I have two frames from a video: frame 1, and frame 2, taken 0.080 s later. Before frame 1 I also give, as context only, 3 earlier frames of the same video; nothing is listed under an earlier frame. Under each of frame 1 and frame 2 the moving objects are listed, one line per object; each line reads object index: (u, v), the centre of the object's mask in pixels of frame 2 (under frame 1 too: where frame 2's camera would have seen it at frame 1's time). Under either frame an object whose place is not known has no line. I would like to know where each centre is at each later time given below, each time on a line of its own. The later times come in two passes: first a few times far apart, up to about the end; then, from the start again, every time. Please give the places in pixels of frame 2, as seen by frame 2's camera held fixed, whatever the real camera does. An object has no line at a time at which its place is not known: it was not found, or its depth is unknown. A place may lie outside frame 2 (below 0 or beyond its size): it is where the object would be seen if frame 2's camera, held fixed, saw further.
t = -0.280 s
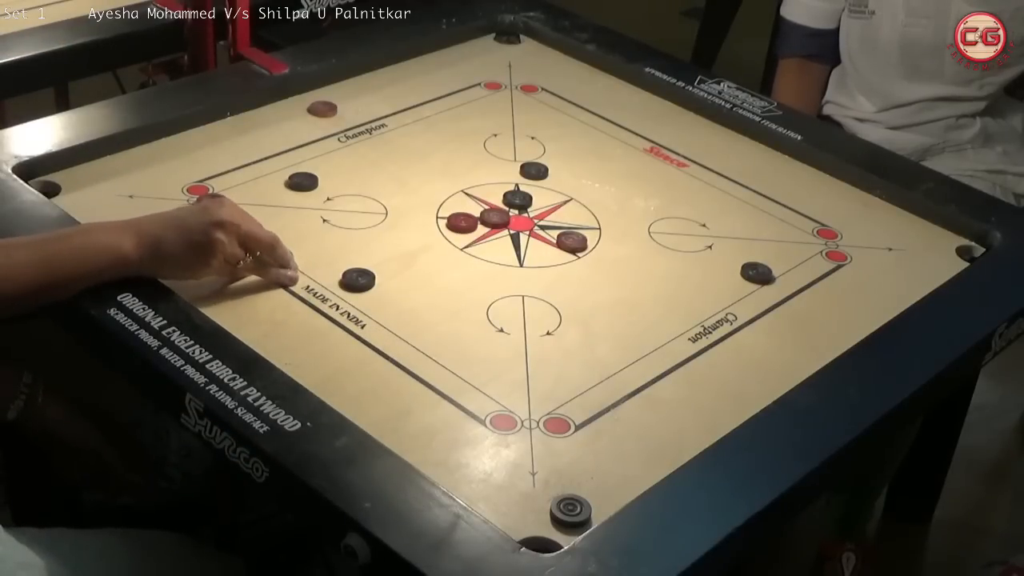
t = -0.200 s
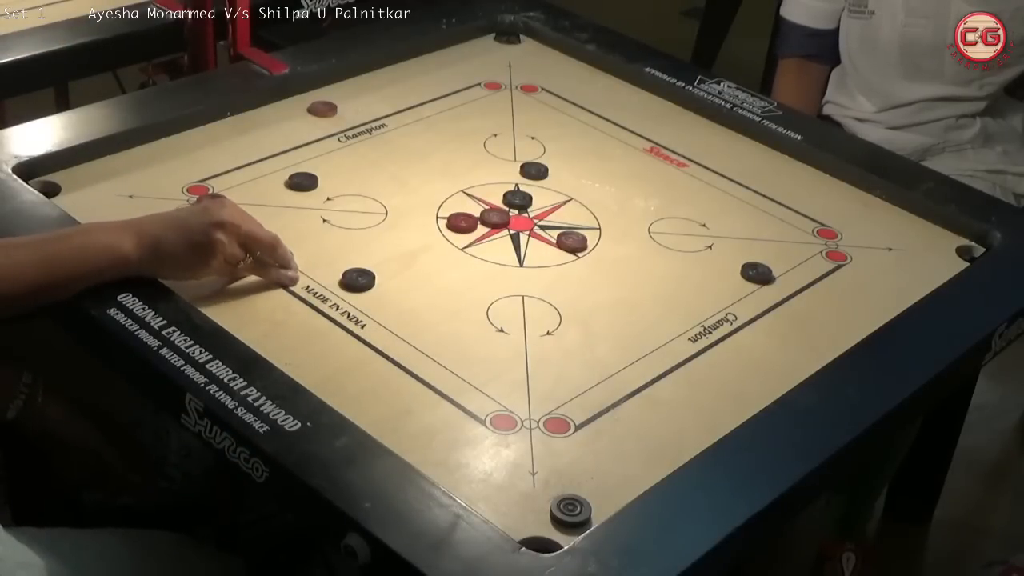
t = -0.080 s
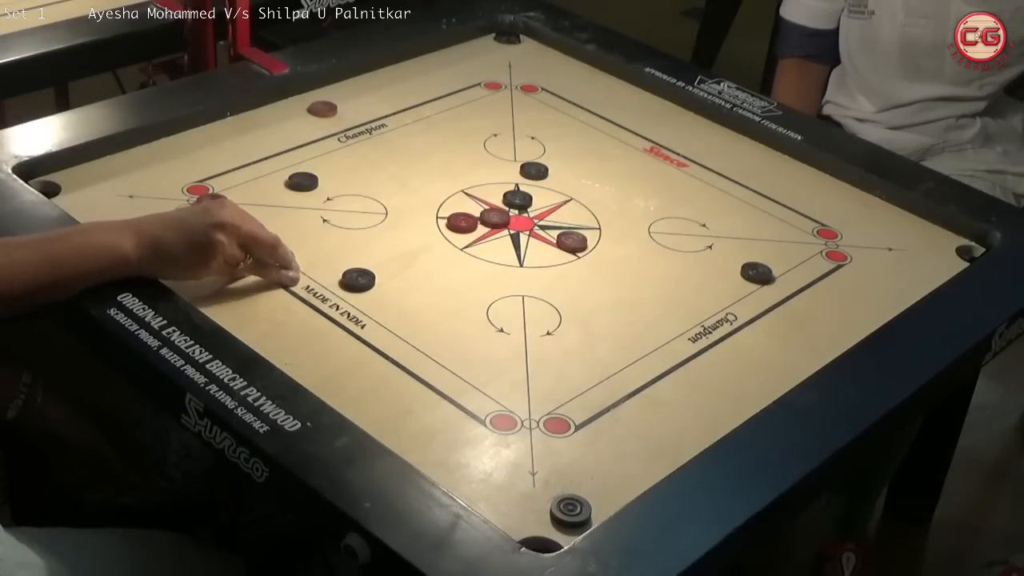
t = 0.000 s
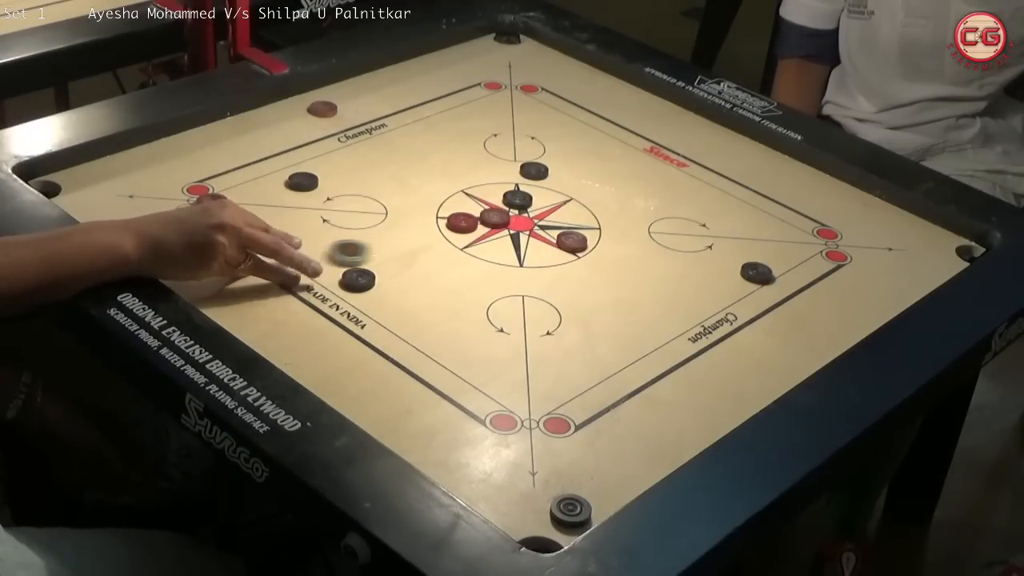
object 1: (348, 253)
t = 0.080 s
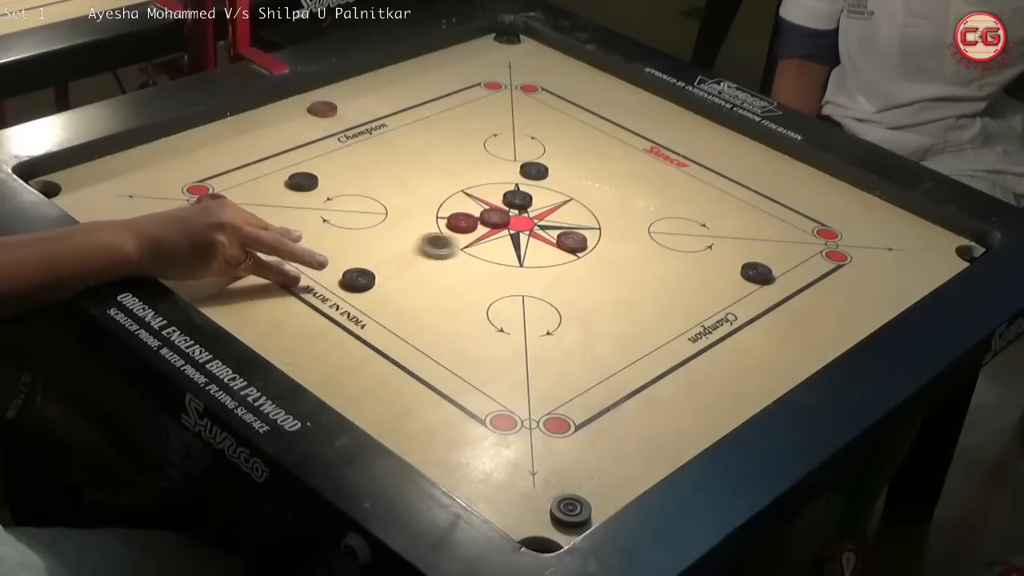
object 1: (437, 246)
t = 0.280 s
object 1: (573, 229)
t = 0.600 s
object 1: (632, 218)
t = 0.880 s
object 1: (633, 217)
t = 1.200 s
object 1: (633, 217)
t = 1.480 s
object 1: (633, 217)
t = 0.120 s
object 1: (477, 243)
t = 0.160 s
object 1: (517, 239)
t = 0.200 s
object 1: (544, 236)
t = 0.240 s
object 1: (560, 232)
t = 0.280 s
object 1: (573, 229)
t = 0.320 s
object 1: (585, 227)
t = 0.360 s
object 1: (597, 224)
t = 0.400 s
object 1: (607, 222)
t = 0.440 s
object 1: (615, 221)
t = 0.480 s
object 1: (622, 219)
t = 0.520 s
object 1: (626, 218)
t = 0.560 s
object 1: (630, 218)
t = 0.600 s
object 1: (632, 218)
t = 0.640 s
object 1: (633, 217)
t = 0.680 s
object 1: (633, 217)
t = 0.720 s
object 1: (633, 217)
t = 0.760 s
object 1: (633, 217)
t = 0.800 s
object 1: (633, 217)
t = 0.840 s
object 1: (633, 217)
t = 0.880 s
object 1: (633, 217)
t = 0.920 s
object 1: (634, 217)
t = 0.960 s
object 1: (633, 217)
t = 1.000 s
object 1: (633, 217)
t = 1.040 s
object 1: (633, 217)
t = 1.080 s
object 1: (633, 217)
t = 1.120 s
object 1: (633, 217)
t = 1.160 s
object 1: (633, 217)
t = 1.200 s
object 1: (633, 217)
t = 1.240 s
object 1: (634, 217)
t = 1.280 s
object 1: (633, 217)
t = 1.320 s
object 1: (633, 217)
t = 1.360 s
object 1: (634, 217)
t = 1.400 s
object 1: (633, 217)
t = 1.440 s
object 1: (633, 217)
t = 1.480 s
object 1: (633, 217)
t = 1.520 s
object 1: (634, 217)
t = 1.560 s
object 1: (633, 217)
